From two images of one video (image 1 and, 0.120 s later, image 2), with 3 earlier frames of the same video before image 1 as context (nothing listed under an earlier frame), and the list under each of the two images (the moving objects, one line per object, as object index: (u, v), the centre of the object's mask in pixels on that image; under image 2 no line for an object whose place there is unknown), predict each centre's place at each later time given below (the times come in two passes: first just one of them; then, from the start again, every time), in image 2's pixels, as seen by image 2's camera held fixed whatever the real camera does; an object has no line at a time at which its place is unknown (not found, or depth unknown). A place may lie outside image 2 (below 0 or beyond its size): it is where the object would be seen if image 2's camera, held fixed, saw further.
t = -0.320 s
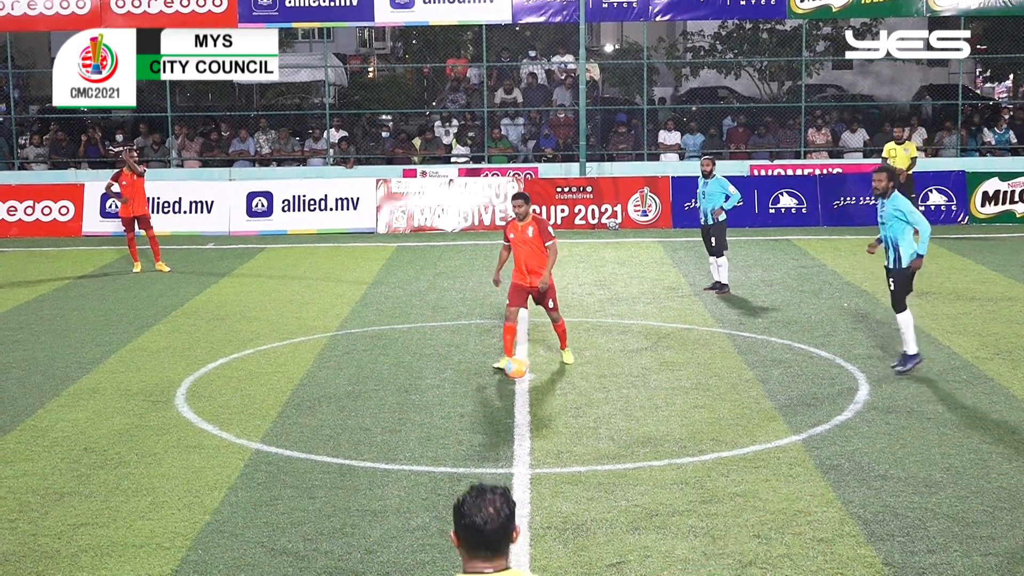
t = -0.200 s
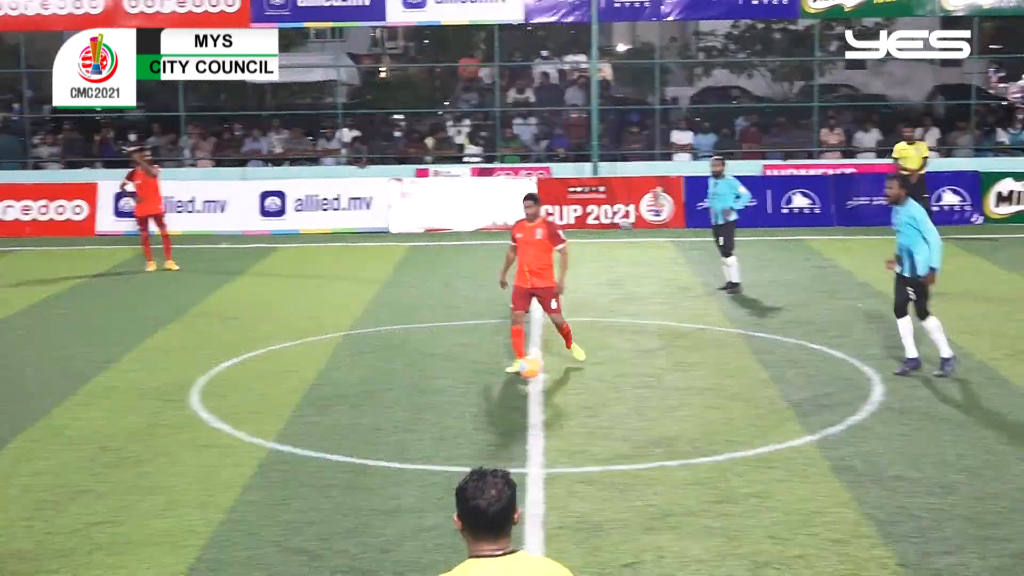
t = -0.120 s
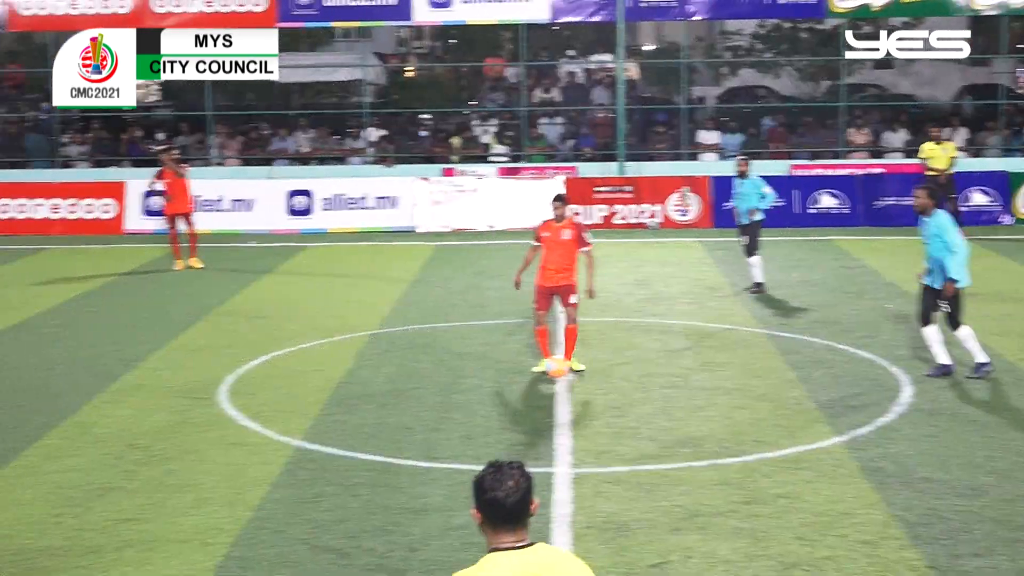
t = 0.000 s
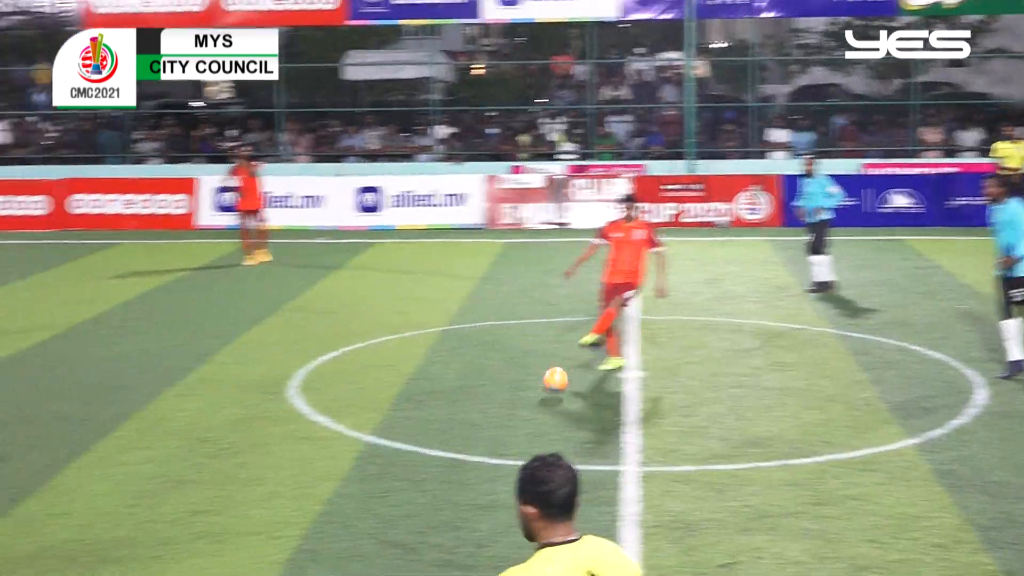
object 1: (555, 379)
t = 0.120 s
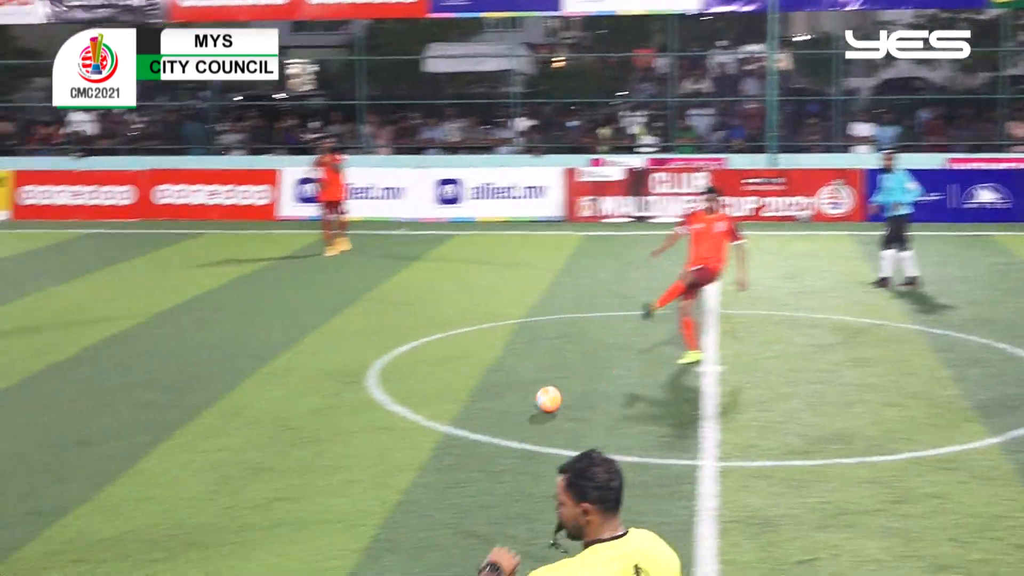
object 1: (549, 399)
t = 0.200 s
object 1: (491, 416)
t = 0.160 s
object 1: (520, 407)
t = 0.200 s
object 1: (491, 416)
